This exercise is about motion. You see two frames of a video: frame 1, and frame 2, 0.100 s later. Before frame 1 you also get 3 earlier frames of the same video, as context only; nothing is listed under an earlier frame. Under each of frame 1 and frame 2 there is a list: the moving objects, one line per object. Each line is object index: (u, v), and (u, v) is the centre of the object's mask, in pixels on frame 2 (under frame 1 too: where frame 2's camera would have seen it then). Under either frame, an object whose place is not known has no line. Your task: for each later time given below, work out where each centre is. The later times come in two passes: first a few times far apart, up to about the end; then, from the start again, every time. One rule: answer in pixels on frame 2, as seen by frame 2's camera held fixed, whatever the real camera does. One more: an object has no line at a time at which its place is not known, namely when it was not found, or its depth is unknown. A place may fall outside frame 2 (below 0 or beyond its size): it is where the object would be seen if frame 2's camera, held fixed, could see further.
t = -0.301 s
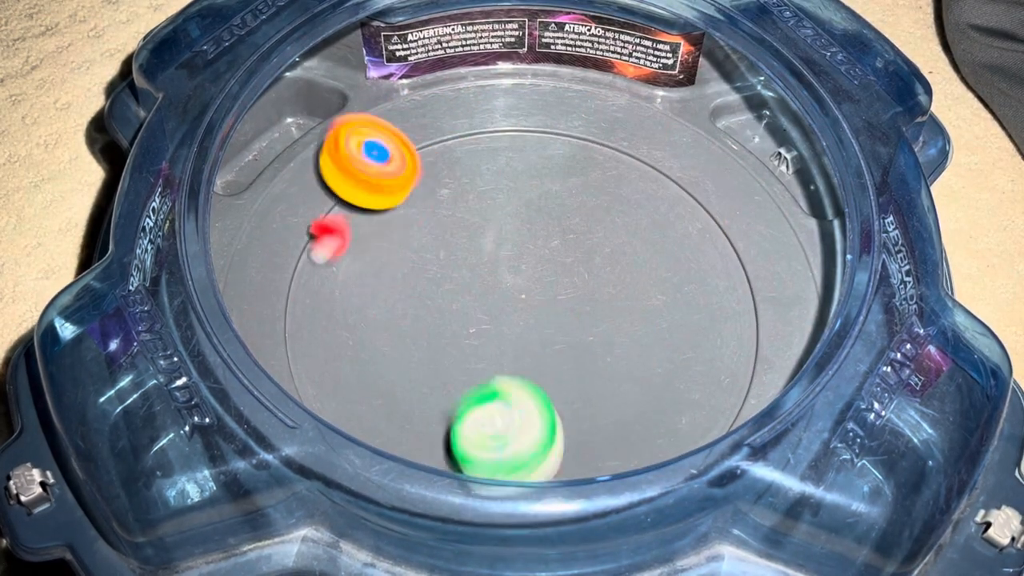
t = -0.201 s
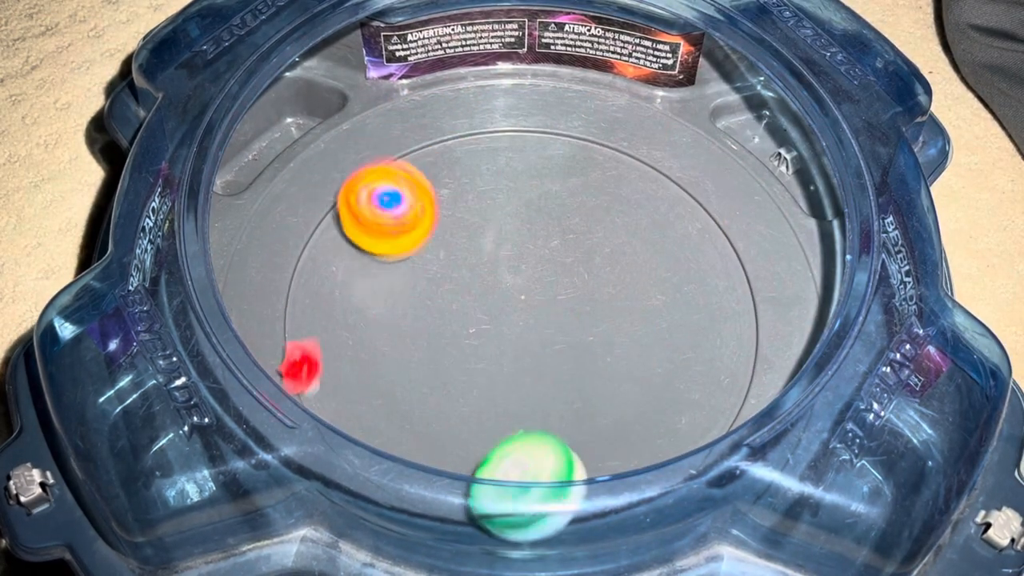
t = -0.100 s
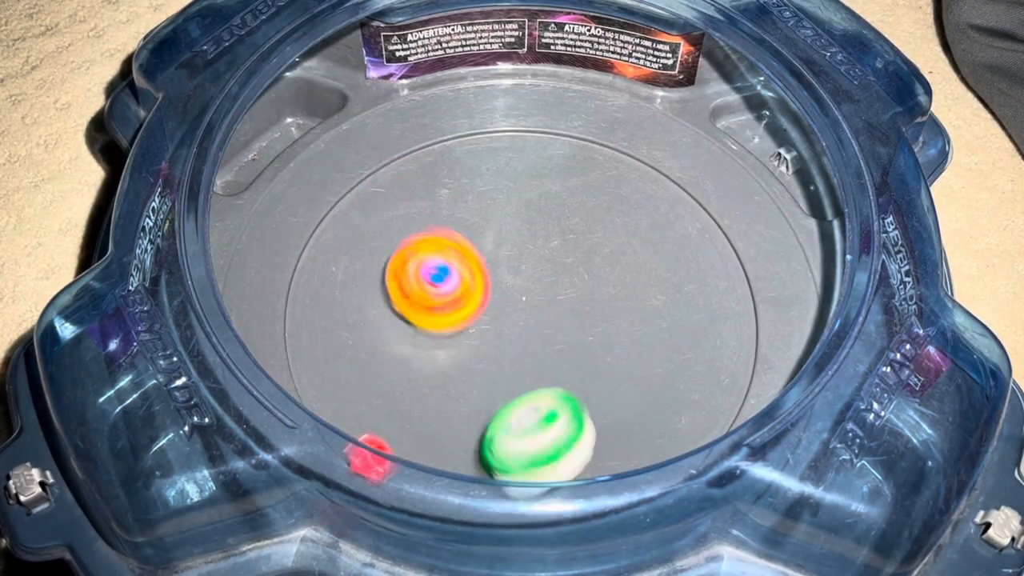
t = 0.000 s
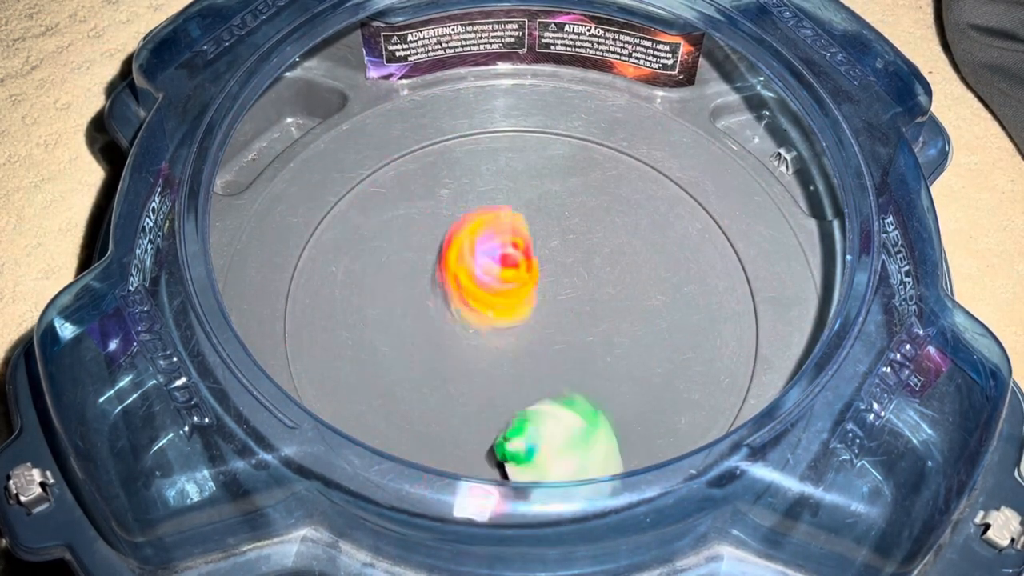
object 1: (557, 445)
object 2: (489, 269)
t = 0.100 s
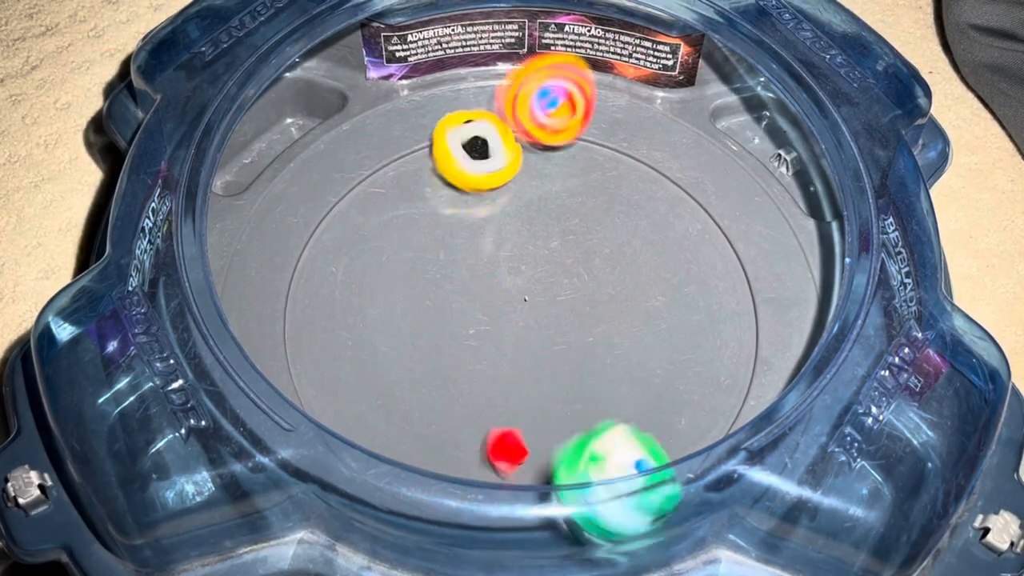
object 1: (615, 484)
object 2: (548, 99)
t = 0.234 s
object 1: (617, 369)
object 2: (633, 168)
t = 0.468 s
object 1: (549, 255)
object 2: (719, 276)
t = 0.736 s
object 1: (556, 258)
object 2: (608, 348)
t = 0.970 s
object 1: (506, 274)
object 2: (528, 379)
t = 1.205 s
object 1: (468, 287)
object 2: (512, 366)
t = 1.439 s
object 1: (476, 291)
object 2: (510, 364)
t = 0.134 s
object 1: (619, 459)
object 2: (585, 83)
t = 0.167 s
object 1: (621, 438)
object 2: (608, 93)
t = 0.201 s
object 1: (622, 406)
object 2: (620, 132)
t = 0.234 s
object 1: (617, 369)
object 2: (633, 168)
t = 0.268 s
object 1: (610, 334)
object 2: (645, 210)
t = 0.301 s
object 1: (603, 305)
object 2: (658, 241)
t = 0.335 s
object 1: (583, 289)
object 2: (683, 246)
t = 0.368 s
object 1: (560, 279)
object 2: (713, 243)
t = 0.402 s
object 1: (542, 269)
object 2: (721, 248)
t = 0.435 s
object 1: (544, 262)
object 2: (722, 260)
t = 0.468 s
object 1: (549, 255)
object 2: (719, 276)
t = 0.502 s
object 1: (556, 249)
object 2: (710, 287)
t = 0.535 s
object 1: (559, 247)
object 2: (699, 302)
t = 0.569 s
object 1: (561, 245)
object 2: (689, 311)
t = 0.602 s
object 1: (562, 247)
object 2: (671, 323)
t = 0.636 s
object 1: (559, 250)
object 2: (656, 329)
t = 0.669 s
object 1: (558, 252)
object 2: (638, 338)
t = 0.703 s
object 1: (557, 254)
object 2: (623, 342)
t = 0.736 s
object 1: (556, 258)
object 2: (608, 348)
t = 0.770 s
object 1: (552, 263)
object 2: (593, 351)
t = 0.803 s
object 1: (545, 267)
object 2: (581, 353)
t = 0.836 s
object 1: (539, 273)
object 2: (568, 355)
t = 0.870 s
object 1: (531, 277)
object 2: (557, 355)
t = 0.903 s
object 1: (522, 273)
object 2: (544, 367)
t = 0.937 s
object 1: (512, 273)
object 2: (534, 375)
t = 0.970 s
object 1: (506, 274)
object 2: (528, 379)
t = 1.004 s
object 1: (497, 278)
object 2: (523, 380)
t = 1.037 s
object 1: (488, 280)
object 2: (520, 378)
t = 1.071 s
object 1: (481, 282)
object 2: (517, 376)
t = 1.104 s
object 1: (477, 285)
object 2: (515, 373)
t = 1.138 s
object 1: (472, 287)
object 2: (514, 370)
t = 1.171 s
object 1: (468, 287)
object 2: (513, 368)
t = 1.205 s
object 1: (468, 287)
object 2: (512, 366)
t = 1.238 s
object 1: (470, 289)
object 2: (511, 365)
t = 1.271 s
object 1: (472, 289)
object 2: (510, 364)
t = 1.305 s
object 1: (474, 290)
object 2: (510, 363)
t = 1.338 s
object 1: (475, 290)
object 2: (510, 363)
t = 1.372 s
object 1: (476, 291)
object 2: (510, 364)
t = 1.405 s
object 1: (476, 291)
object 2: (510, 364)
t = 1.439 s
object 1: (476, 291)
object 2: (510, 364)
